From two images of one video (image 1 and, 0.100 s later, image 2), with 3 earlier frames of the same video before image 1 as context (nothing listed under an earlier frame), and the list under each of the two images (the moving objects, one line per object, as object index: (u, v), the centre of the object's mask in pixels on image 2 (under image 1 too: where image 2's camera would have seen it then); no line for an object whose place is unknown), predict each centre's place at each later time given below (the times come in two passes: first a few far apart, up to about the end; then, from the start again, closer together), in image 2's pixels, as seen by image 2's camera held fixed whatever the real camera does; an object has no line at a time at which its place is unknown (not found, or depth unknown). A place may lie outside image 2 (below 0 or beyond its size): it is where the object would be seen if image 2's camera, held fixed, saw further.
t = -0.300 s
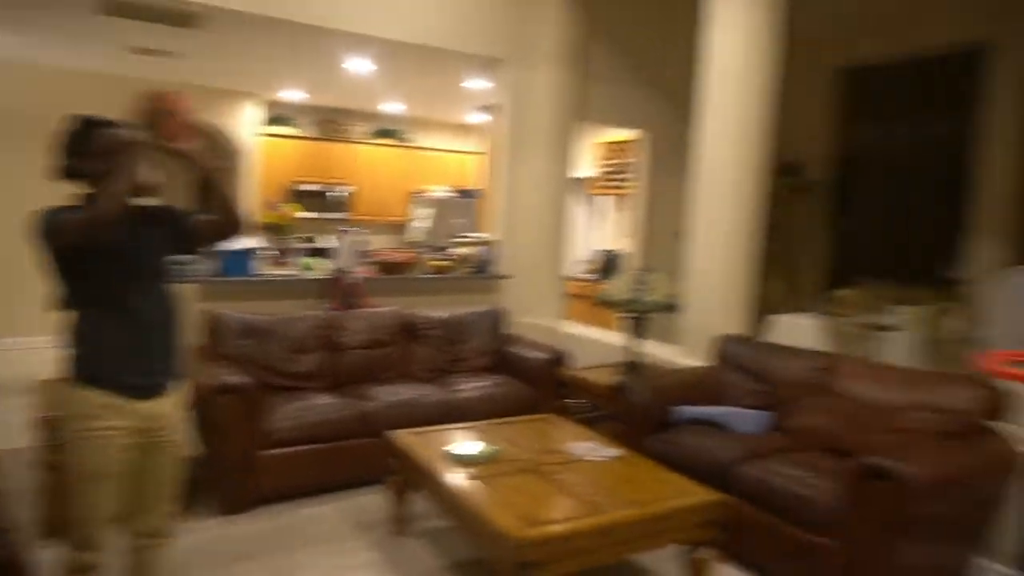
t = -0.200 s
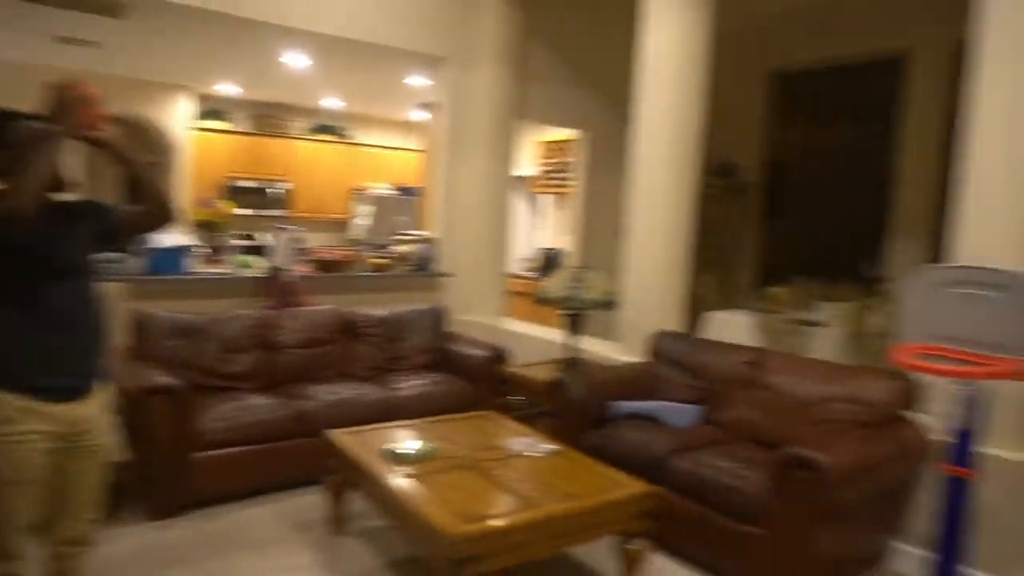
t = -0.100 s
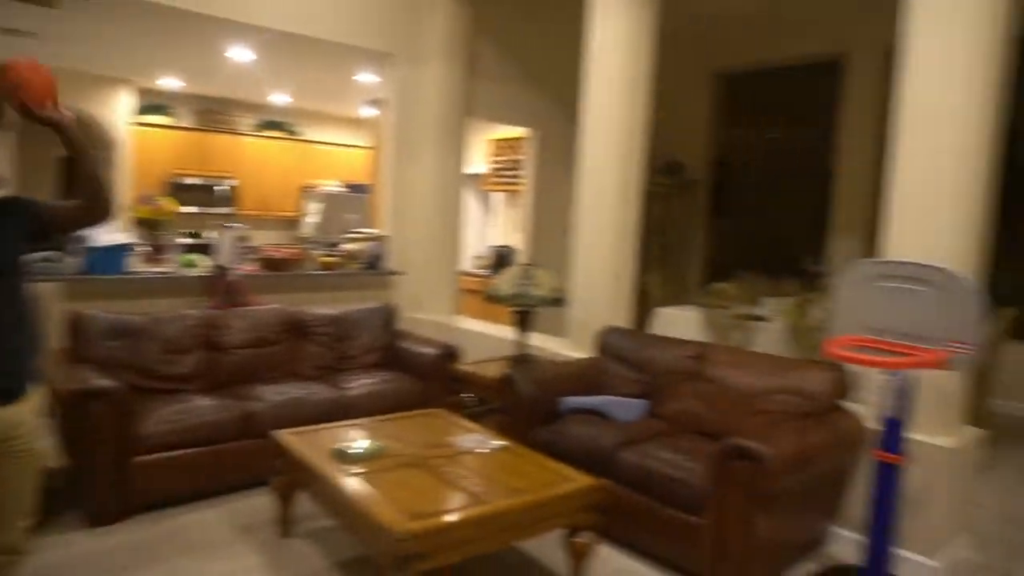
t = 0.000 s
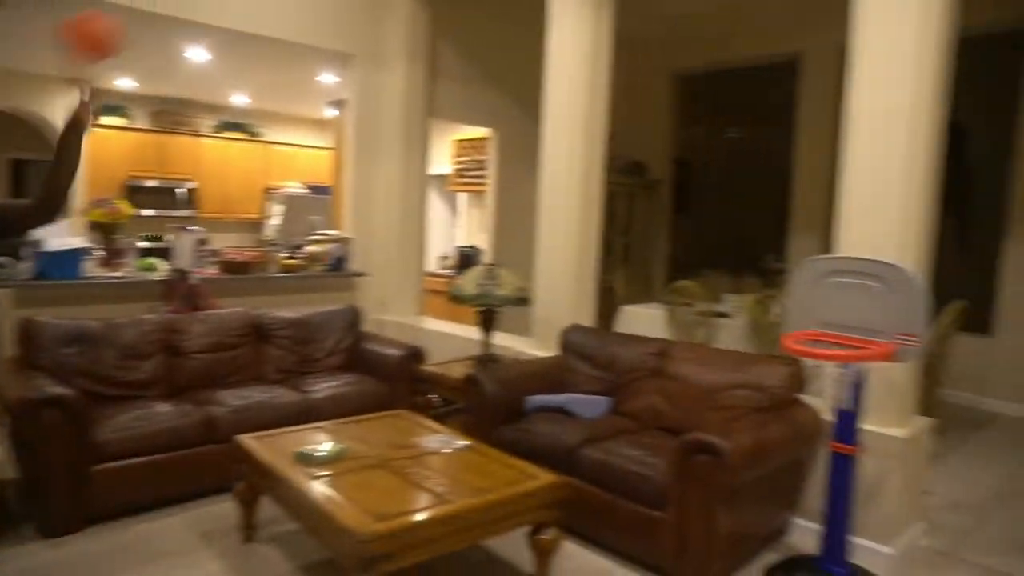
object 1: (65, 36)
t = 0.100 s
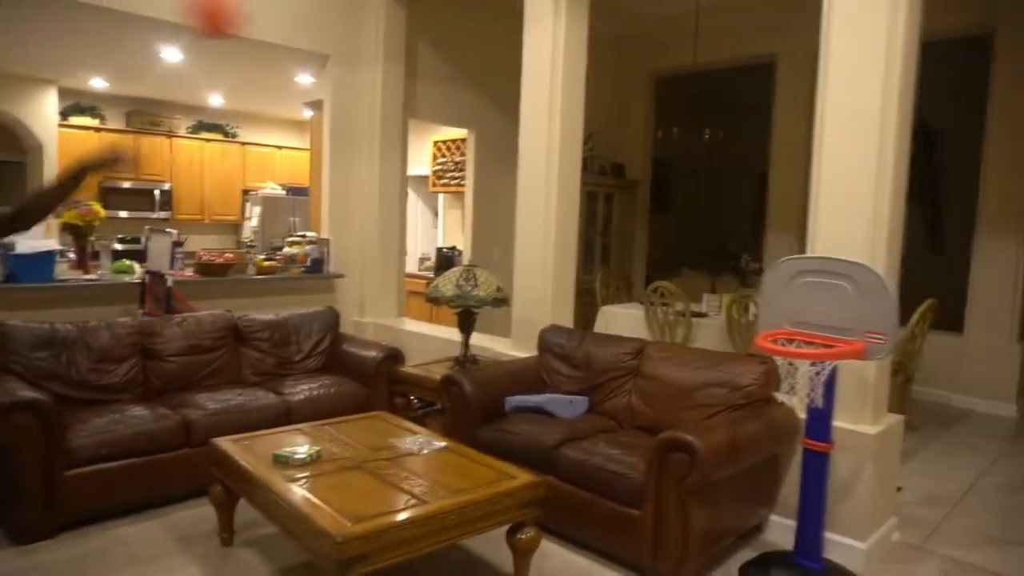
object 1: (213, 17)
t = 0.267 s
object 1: (430, 56)
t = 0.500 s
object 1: (665, 226)
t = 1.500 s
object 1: (516, 433)
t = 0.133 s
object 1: (261, 17)
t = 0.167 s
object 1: (305, 21)
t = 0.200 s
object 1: (347, 28)
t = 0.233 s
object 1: (389, 40)
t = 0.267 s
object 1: (430, 56)
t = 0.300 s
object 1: (467, 72)
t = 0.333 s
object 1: (498, 89)
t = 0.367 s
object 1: (537, 113)
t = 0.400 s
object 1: (577, 141)
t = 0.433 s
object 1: (607, 166)
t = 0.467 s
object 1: (636, 195)
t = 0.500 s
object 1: (665, 226)
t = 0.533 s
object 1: (691, 255)
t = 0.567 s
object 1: (718, 287)
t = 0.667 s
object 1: (735, 324)
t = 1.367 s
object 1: (546, 497)
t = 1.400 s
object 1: (536, 466)
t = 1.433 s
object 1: (529, 456)
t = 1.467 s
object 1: (522, 445)
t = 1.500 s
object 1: (516, 433)
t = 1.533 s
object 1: (511, 424)
